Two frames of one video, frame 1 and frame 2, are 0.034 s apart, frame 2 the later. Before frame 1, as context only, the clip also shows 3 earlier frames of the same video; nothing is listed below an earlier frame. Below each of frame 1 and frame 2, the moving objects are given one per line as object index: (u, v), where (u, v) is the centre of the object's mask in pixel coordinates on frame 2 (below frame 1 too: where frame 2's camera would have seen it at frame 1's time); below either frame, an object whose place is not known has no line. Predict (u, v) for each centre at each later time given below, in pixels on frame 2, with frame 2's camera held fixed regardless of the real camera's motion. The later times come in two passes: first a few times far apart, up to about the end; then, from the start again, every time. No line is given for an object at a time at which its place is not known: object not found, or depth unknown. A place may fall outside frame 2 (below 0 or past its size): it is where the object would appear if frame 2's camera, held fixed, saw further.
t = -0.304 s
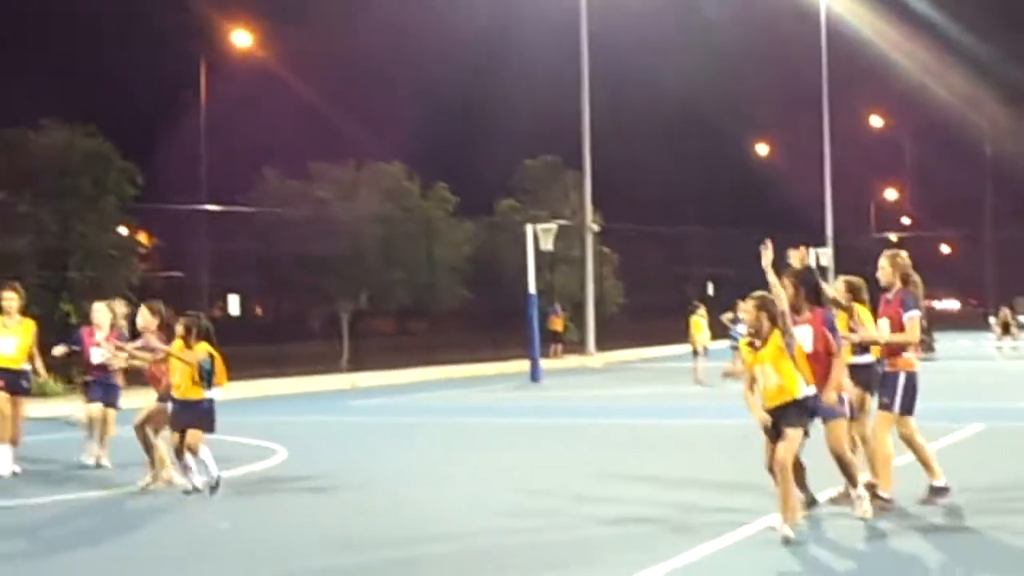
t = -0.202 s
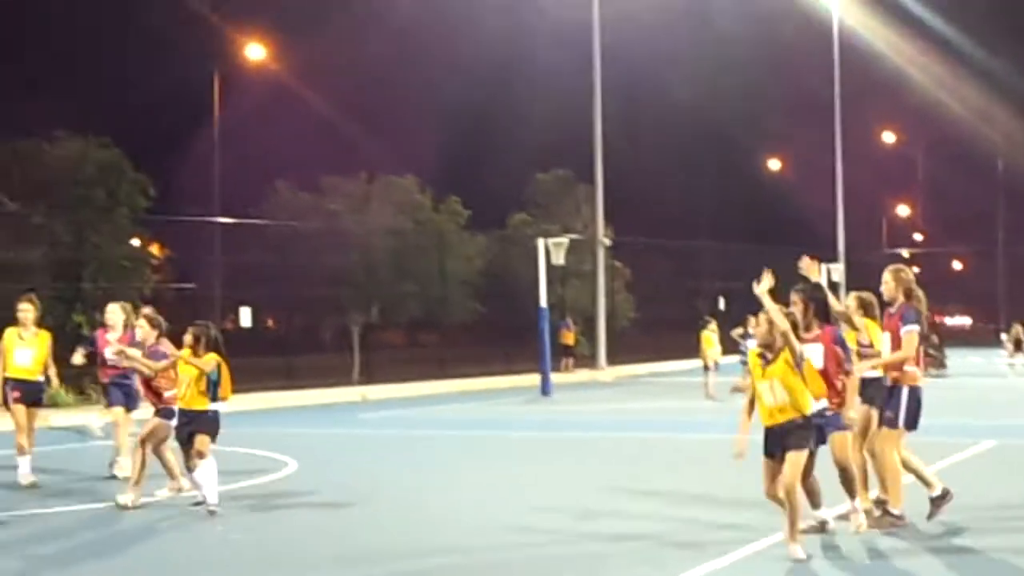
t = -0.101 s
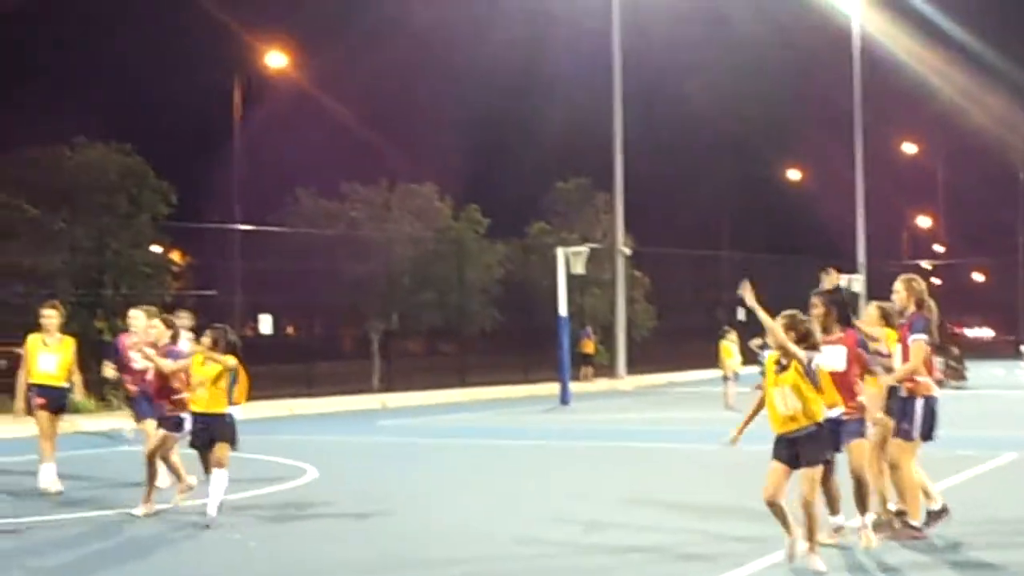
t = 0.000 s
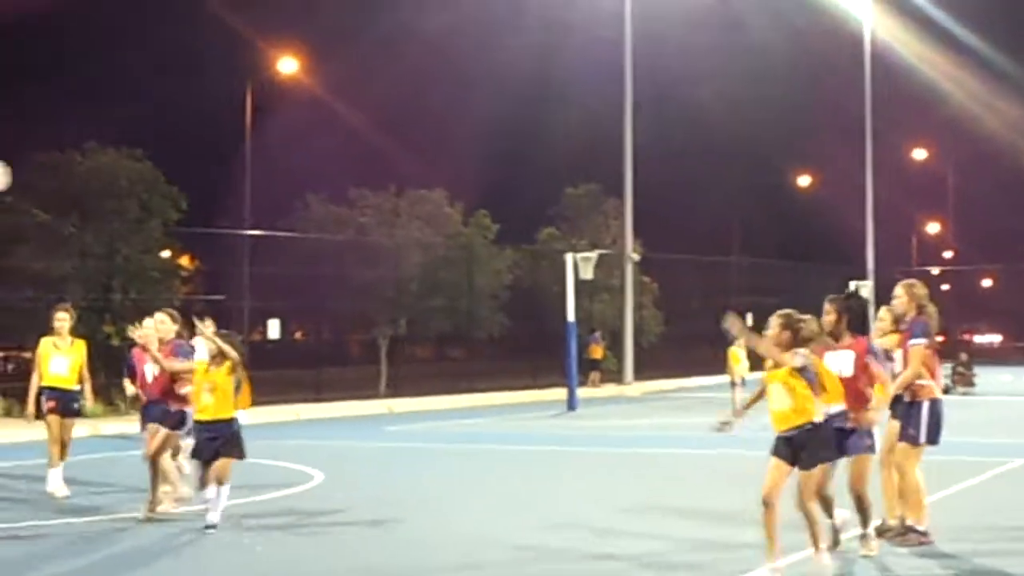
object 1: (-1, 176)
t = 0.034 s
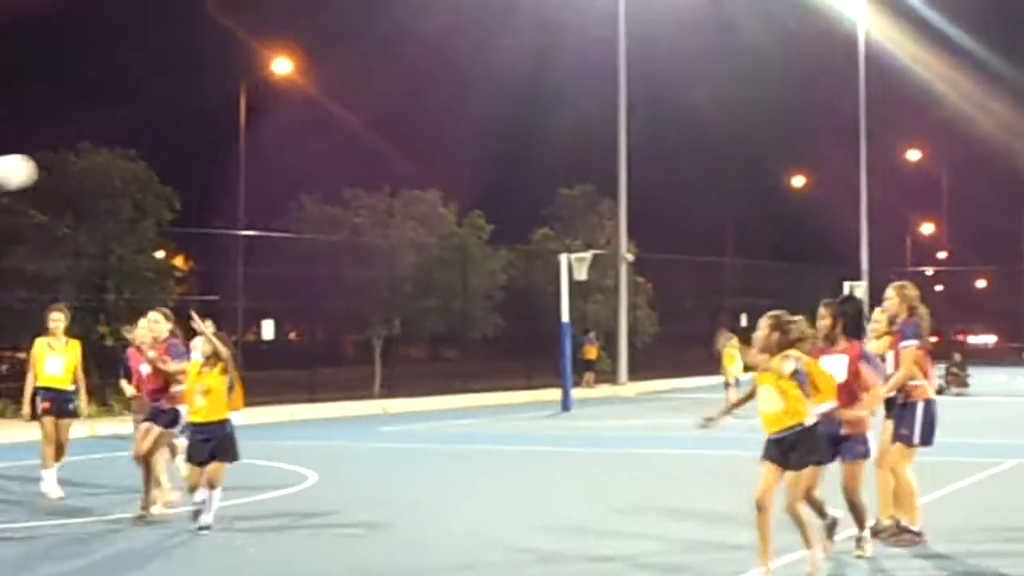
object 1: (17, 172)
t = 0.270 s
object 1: (252, 173)
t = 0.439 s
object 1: (449, 229)
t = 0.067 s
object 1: (42, 167)
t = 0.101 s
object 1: (76, 164)
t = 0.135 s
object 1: (110, 162)
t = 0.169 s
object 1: (145, 162)
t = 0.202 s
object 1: (180, 164)
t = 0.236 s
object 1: (215, 168)
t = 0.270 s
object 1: (252, 173)
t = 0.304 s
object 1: (289, 180)
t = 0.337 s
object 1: (327, 189)
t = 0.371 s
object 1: (367, 200)
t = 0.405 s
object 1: (407, 214)
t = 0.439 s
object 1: (449, 229)
